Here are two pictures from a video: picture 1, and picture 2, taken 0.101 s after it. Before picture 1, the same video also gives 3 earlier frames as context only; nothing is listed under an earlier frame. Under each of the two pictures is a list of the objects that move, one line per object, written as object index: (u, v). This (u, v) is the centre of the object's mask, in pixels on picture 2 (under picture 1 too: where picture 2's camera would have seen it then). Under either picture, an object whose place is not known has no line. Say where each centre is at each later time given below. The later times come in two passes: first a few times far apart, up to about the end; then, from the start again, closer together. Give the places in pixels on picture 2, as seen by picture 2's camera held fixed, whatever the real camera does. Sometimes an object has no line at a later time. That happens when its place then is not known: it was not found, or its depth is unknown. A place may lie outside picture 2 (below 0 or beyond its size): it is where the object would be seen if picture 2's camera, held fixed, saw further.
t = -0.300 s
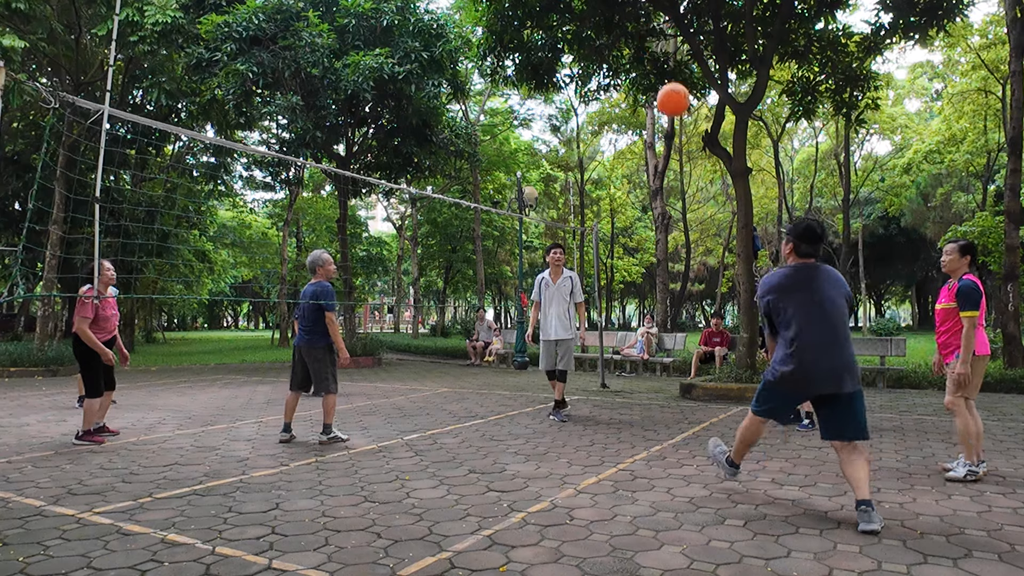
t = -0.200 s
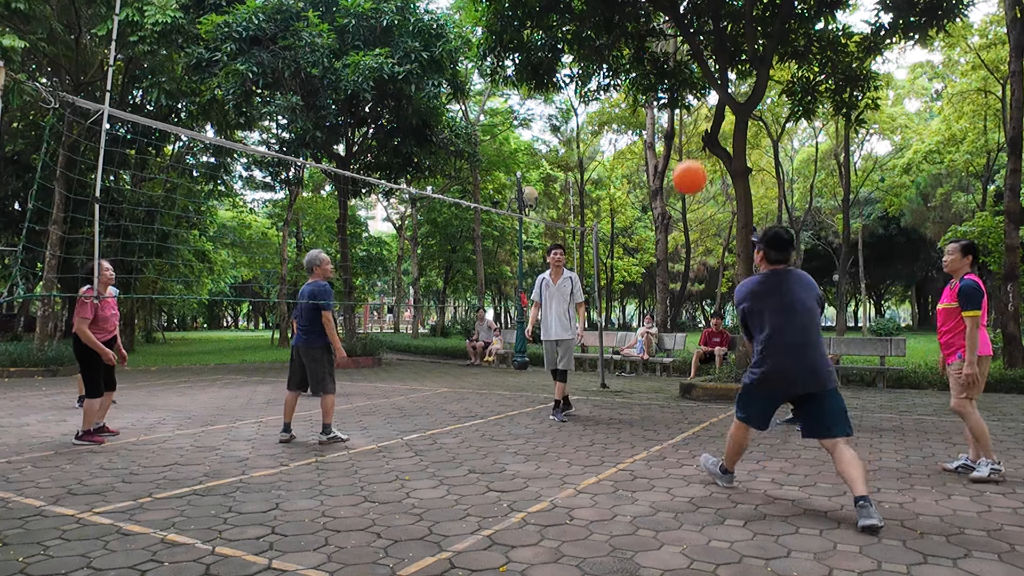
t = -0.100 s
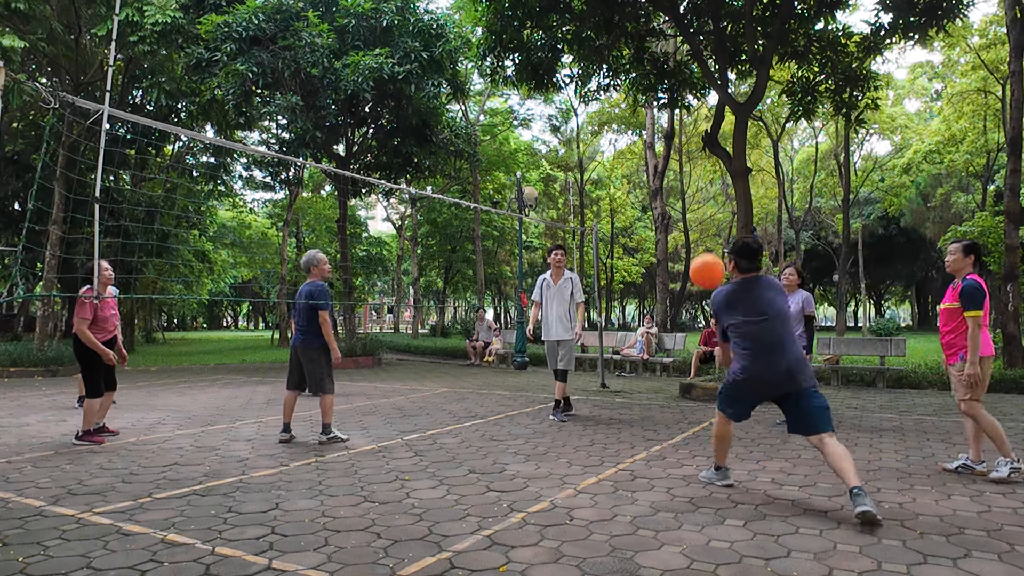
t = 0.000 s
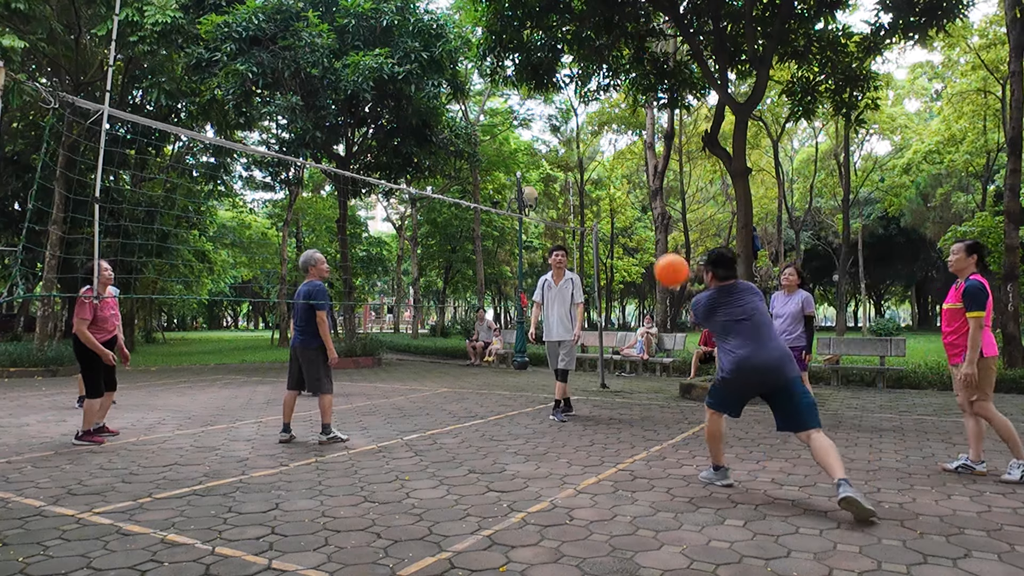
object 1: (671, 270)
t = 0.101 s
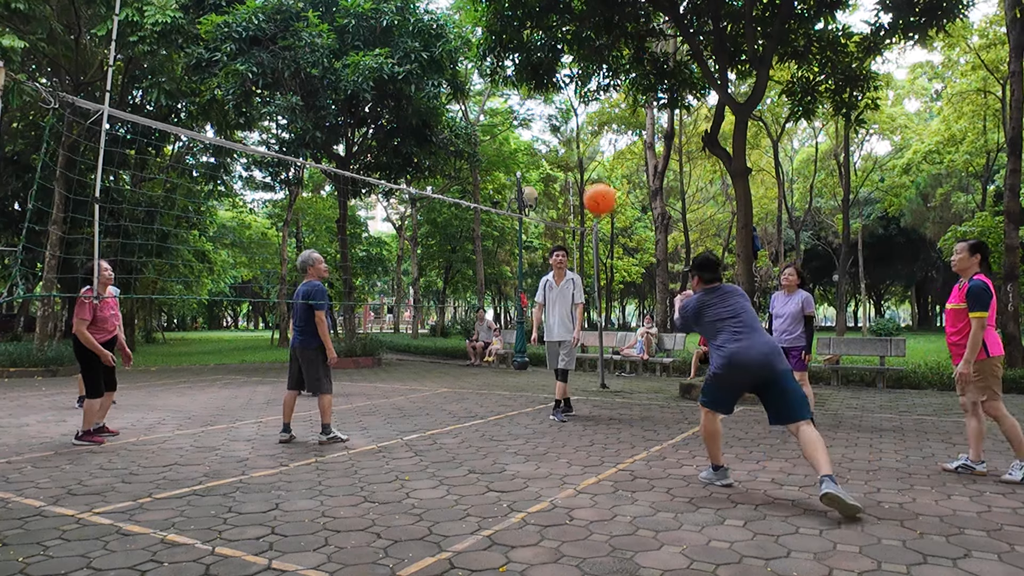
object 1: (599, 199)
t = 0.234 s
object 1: (517, 135)
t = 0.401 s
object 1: (430, 97)
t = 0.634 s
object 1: (330, 105)
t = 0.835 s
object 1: (258, 155)
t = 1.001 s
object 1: (206, 221)
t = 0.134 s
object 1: (578, 180)
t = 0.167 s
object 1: (557, 163)
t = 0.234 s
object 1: (517, 135)
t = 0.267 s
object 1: (499, 124)
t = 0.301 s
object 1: (481, 115)
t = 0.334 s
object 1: (464, 107)
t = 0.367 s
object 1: (447, 101)
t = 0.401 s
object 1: (430, 97)
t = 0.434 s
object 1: (415, 95)
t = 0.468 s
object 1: (400, 93)
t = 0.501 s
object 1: (385, 94)
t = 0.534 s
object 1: (371, 94)
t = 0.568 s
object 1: (357, 97)
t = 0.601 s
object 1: (343, 100)
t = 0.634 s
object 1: (330, 105)
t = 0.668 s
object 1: (317, 111)
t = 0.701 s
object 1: (304, 117)
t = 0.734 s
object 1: (293, 125)
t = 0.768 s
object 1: (280, 134)
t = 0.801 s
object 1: (270, 142)
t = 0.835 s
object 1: (258, 155)
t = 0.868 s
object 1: (247, 166)
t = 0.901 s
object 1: (236, 179)
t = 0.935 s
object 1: (226, 192)
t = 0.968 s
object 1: (216, 206)
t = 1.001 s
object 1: (206, 221)
